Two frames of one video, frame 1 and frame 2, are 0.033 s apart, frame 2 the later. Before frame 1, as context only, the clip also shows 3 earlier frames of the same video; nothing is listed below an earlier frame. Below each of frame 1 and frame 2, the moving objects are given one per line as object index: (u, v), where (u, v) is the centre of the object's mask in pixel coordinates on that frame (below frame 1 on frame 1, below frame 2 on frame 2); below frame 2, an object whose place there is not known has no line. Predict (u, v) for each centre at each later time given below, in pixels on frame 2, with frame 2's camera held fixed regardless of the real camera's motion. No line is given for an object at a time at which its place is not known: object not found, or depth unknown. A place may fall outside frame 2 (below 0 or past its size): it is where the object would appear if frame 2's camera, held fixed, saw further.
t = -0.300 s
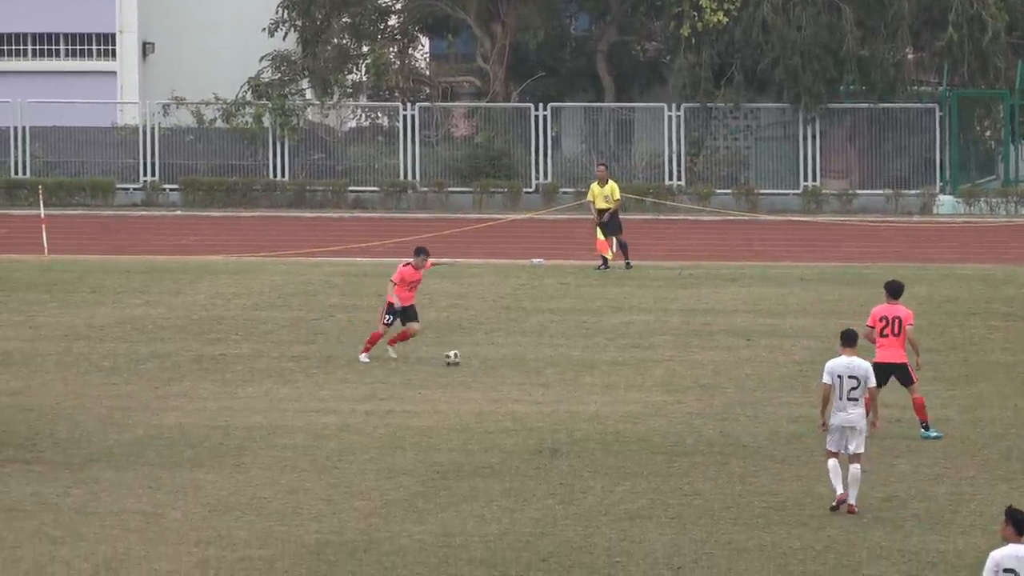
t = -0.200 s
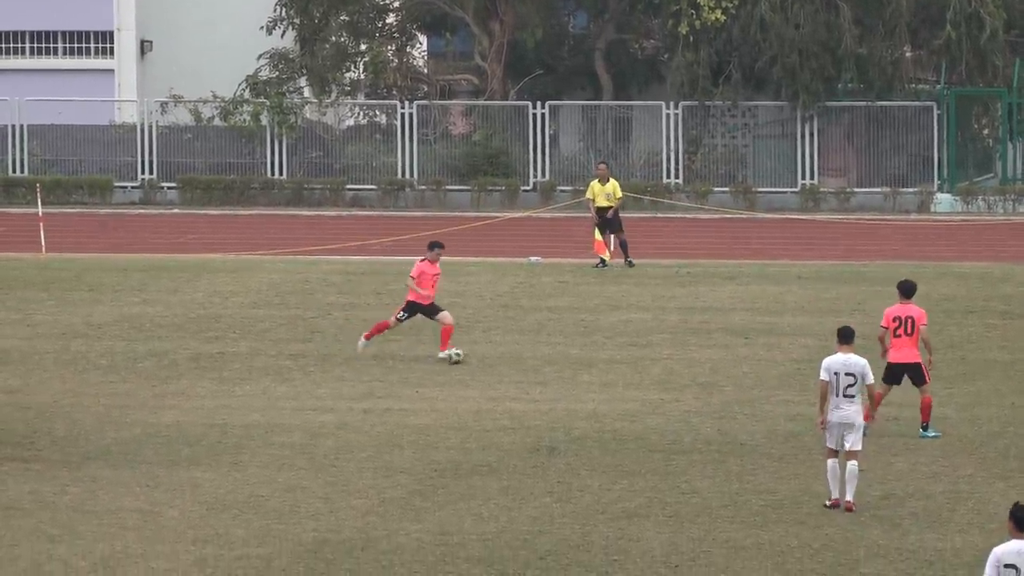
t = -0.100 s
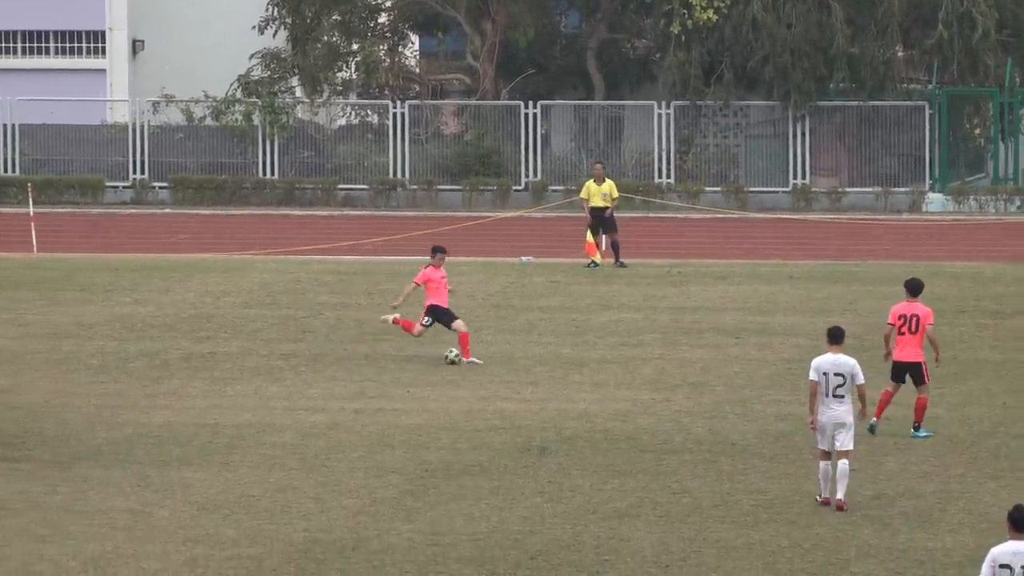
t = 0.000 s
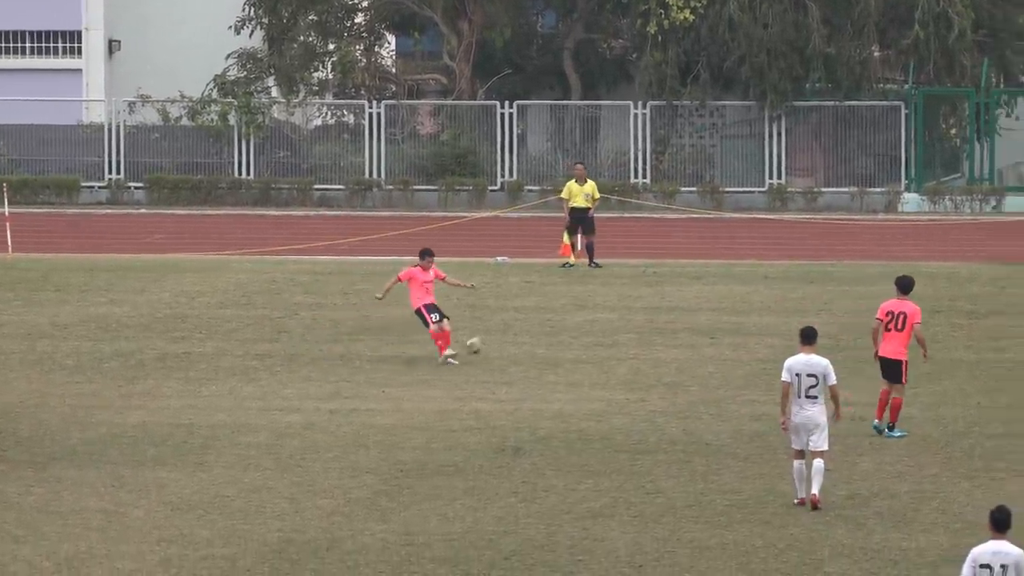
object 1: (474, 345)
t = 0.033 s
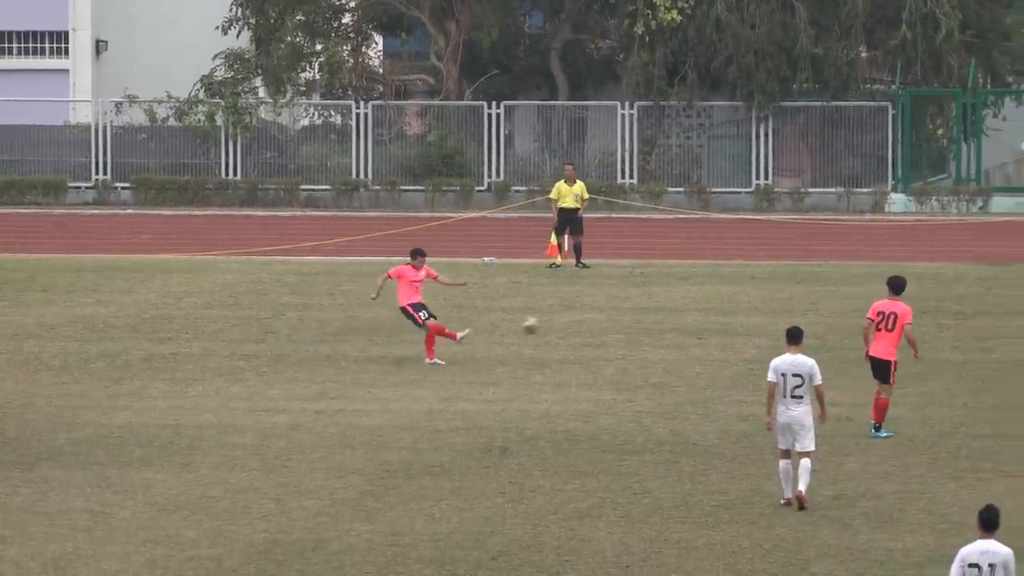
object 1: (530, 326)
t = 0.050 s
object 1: (563, 315)
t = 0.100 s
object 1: (662, 285)
